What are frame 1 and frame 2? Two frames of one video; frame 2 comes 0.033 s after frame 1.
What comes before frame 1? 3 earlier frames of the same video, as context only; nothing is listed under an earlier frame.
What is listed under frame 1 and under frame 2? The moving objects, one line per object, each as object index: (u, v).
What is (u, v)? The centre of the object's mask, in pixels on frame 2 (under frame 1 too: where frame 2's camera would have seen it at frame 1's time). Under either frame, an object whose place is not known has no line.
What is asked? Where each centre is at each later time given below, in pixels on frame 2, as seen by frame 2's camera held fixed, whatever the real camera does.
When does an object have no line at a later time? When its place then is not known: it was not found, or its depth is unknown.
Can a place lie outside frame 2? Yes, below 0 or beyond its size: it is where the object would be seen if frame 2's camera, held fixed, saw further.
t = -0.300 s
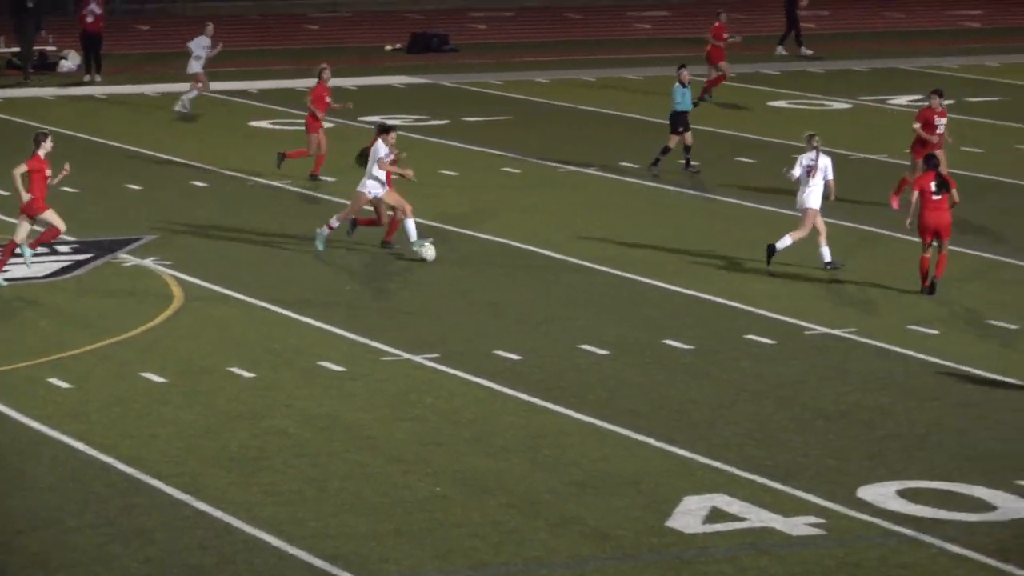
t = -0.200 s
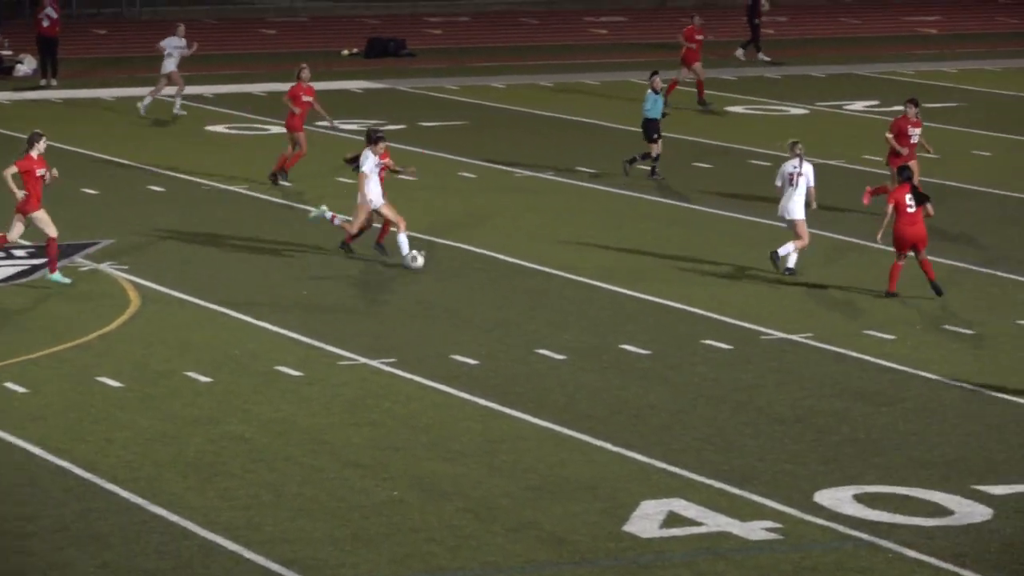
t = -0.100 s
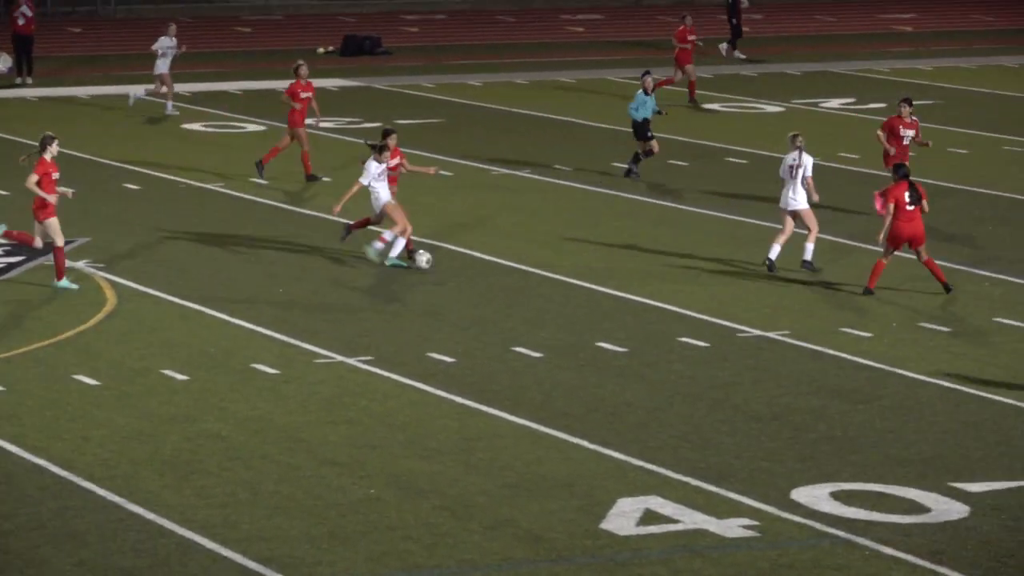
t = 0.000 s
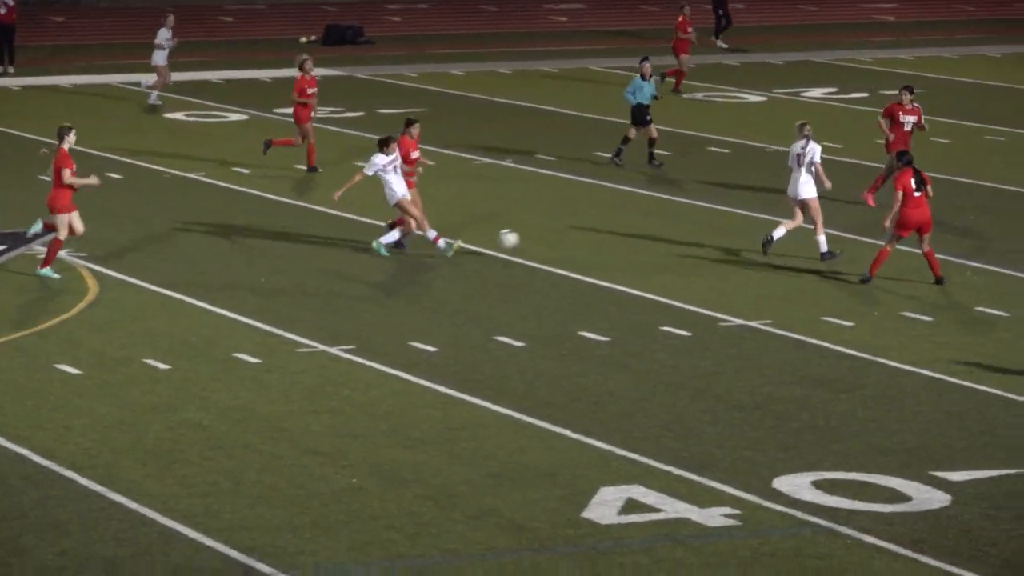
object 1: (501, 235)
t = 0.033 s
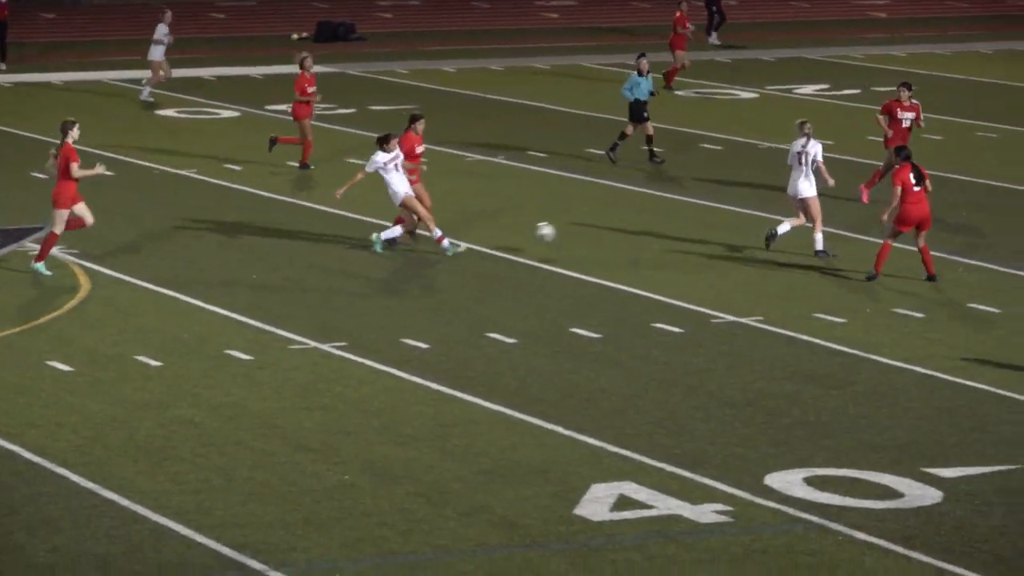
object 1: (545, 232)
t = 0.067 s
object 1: (586, 228)
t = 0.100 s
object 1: (628, 225)
